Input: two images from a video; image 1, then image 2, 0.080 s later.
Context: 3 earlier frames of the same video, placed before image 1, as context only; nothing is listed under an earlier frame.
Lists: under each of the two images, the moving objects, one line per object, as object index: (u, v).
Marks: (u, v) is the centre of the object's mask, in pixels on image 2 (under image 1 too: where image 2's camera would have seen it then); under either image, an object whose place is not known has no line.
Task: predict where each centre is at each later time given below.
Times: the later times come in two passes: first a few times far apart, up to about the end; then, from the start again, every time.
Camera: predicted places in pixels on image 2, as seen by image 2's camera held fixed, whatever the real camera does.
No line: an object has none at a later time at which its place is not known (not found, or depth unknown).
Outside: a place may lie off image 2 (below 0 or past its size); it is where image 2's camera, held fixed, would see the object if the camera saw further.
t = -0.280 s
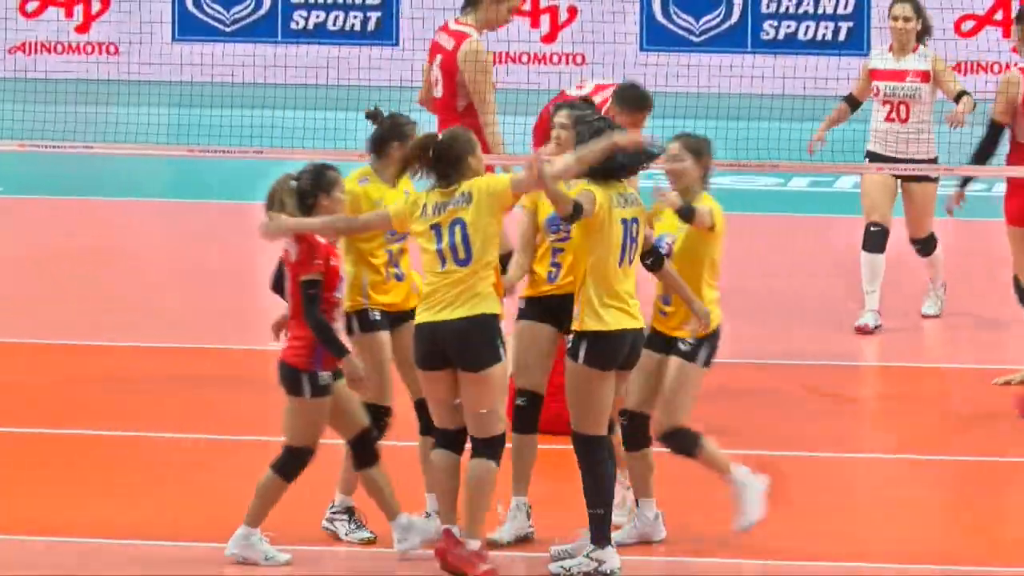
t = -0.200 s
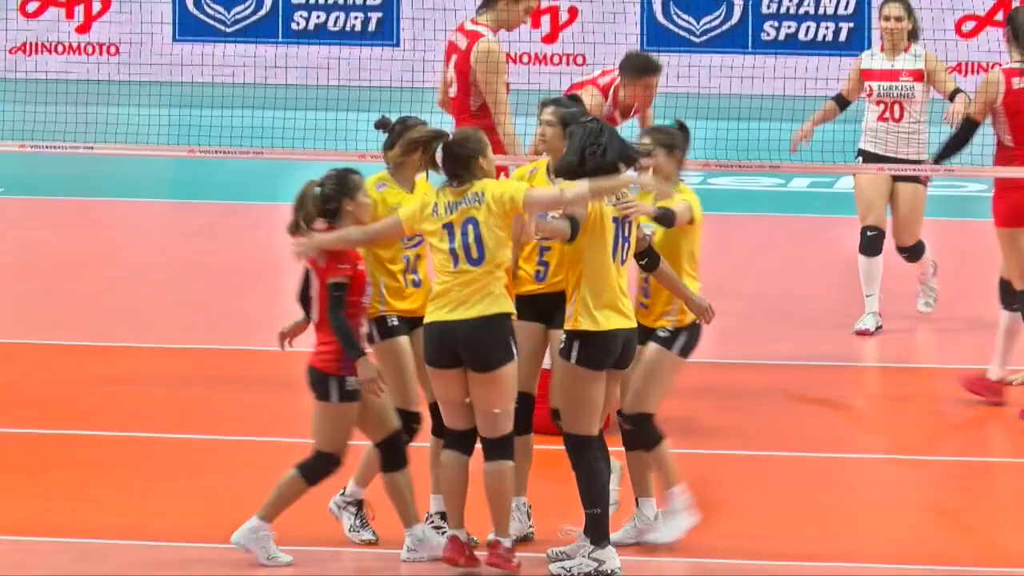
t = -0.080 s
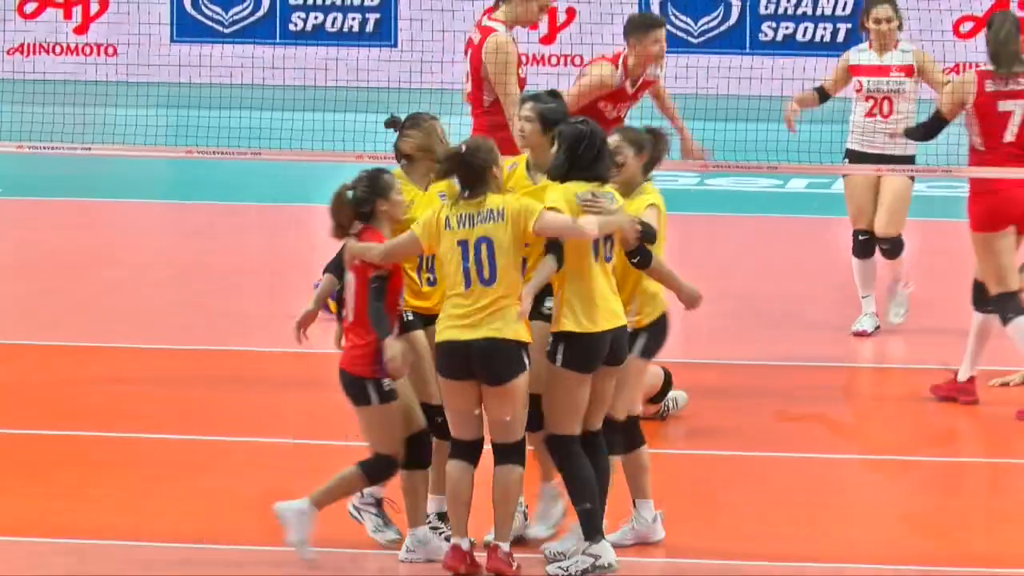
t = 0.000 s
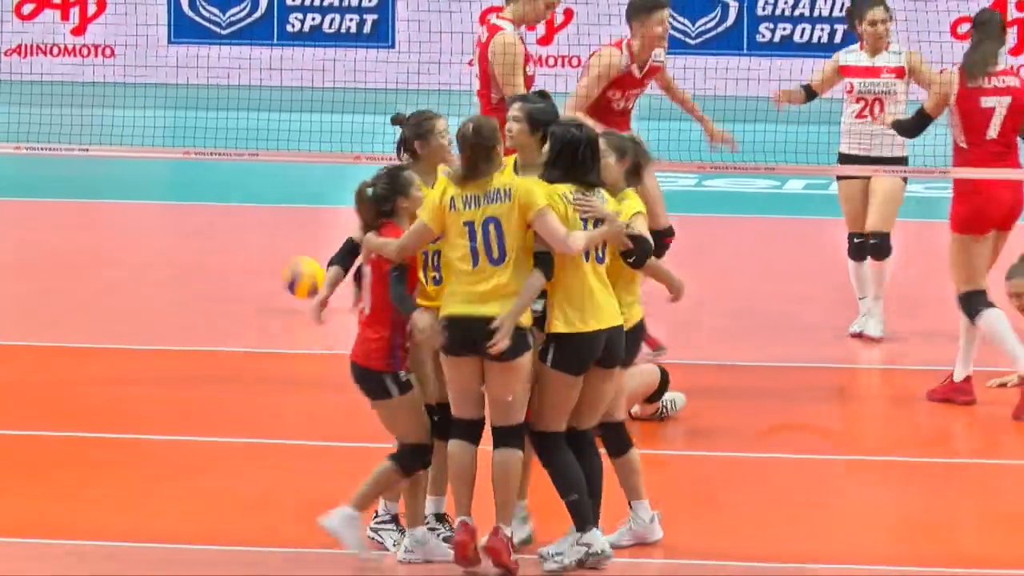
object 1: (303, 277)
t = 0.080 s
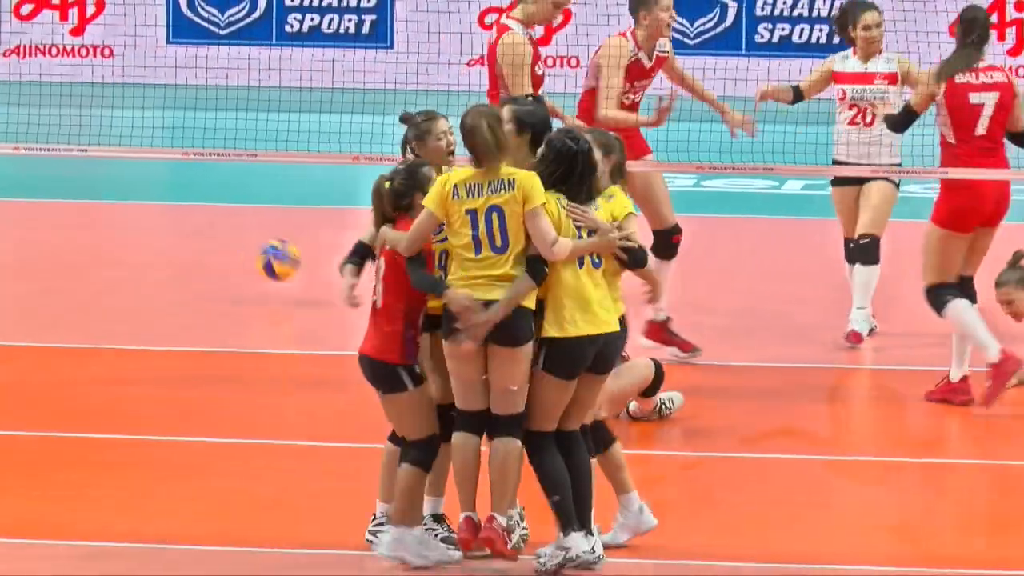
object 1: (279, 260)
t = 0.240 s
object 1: (228, 262)
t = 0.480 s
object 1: (155, 232)
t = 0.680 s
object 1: (96, 214)
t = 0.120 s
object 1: (264, 256)
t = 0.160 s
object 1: (252, 255)
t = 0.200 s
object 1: (239, 257)
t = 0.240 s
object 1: (228, 262)
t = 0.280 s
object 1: (213, 264)
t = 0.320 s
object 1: (202, 251)
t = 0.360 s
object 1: (189, 241)
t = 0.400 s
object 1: (178, 235)
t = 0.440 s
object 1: (166, 232)
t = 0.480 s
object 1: (155, 232)
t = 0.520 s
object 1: (143, 233)
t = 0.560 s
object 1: (132, 239)
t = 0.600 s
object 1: (119, 231)
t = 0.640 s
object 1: (108, 222)
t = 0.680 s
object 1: (96, 214)
